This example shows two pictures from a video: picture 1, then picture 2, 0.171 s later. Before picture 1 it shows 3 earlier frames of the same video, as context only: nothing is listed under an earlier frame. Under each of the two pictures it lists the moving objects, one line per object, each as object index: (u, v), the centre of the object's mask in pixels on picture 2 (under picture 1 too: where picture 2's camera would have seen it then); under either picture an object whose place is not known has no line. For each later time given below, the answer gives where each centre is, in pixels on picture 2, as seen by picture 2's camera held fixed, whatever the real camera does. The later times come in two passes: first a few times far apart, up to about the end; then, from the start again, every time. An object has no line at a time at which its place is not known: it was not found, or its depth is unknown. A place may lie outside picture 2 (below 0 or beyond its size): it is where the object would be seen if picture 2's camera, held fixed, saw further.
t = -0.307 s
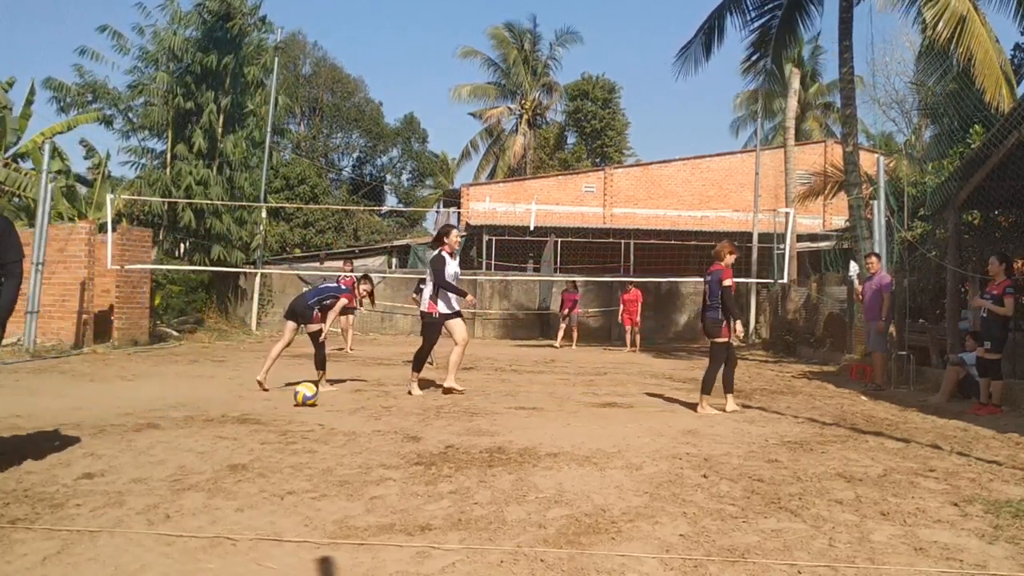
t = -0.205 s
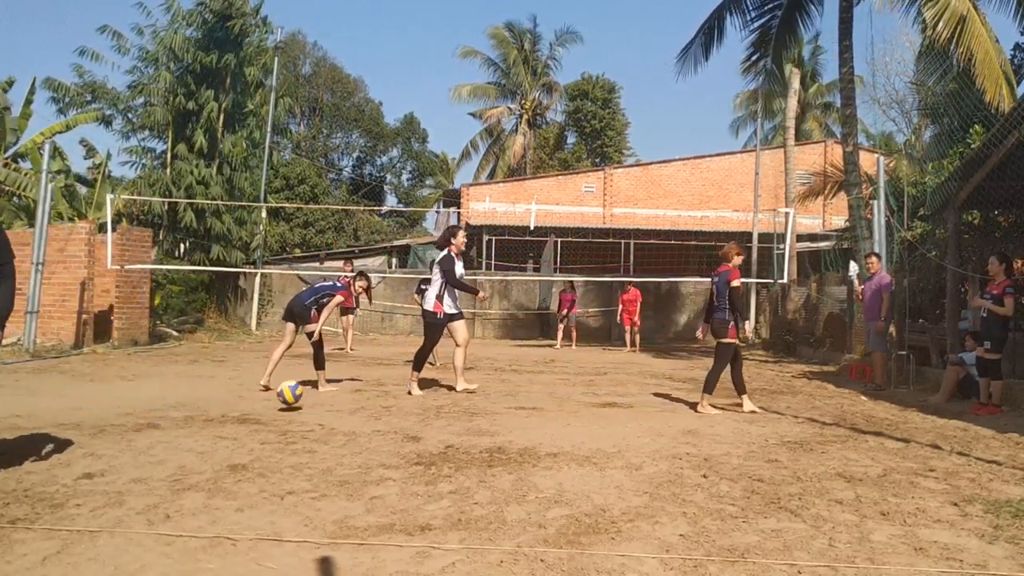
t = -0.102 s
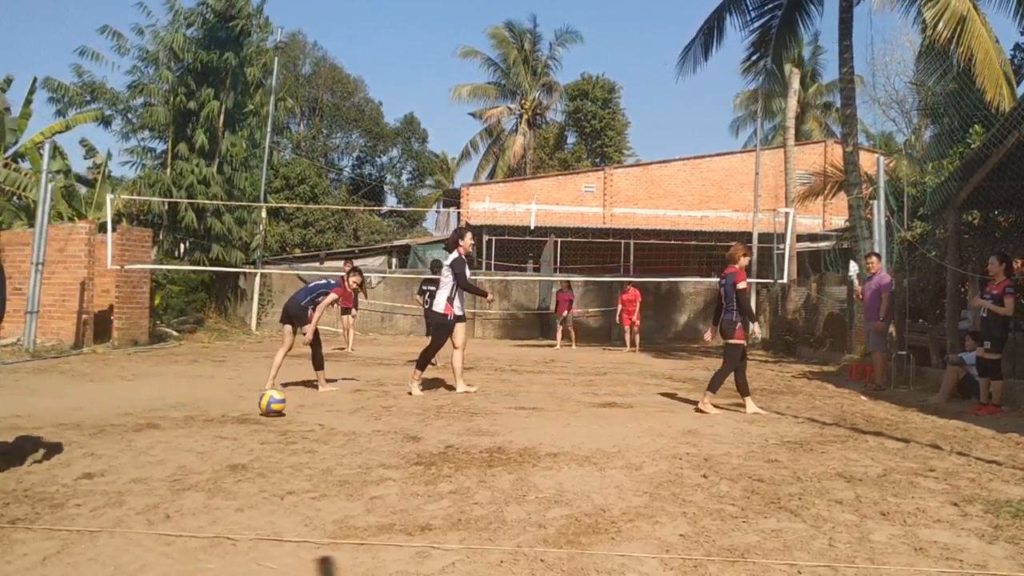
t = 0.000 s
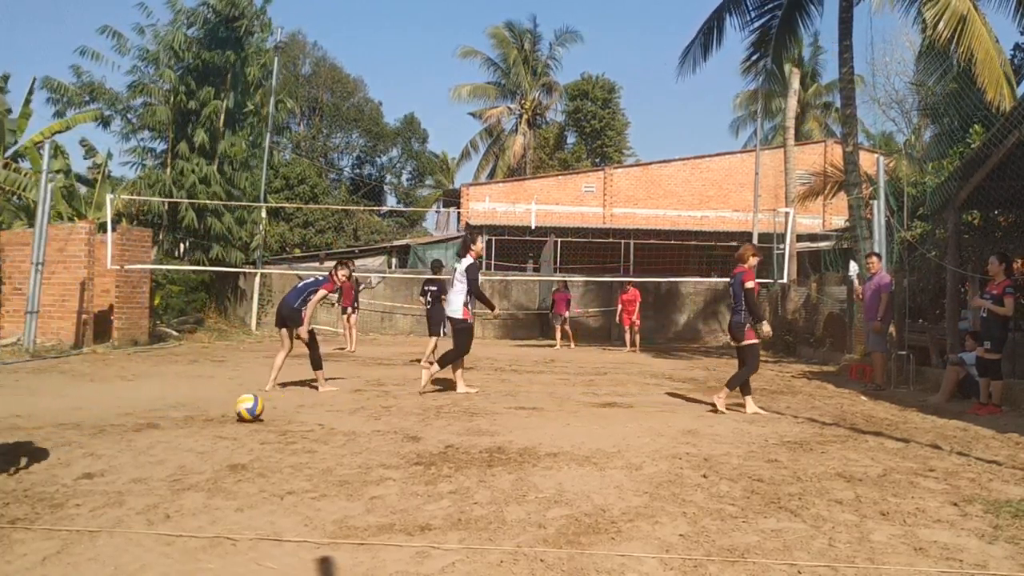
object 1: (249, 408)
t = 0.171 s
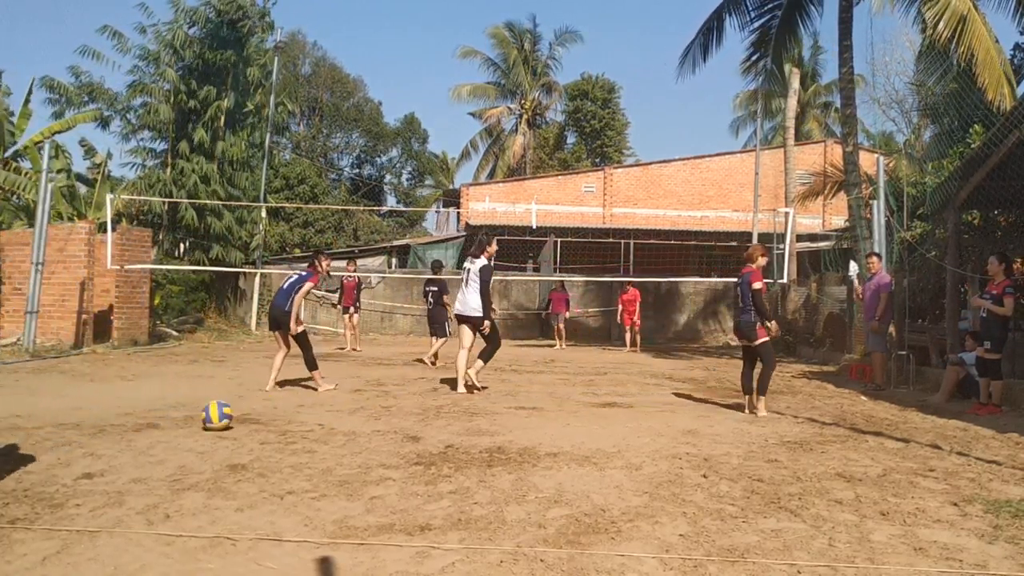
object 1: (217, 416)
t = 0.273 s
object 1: (195, 418)
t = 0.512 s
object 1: (138, 429)
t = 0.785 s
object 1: (63, 450)
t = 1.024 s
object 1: (8, 463)
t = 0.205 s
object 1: (209, 417)
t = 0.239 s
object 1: (202, 419)
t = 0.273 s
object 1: (195, 418)
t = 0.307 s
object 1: (188, 419)
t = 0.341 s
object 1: (179, 421)
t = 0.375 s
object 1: (171, 423)
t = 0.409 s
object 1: (163, 424)
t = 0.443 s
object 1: (155, 425)
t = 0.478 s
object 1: (146, 427)
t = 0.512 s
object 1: (138, 429)
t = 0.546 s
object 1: (129, 432)
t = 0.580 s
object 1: (120, 435)
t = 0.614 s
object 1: (111, 435)
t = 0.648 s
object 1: (102, 436)
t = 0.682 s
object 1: (92, 439)
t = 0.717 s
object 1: (82, 445)
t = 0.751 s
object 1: (72, 450)
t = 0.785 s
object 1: (63, 450)
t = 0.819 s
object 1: (52, 451)
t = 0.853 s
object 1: (41, 453)
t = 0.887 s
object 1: (31, 459)
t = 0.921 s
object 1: (21, 462)
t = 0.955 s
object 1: (16, 464)
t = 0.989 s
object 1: (12, 464)
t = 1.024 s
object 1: (8, 463)
